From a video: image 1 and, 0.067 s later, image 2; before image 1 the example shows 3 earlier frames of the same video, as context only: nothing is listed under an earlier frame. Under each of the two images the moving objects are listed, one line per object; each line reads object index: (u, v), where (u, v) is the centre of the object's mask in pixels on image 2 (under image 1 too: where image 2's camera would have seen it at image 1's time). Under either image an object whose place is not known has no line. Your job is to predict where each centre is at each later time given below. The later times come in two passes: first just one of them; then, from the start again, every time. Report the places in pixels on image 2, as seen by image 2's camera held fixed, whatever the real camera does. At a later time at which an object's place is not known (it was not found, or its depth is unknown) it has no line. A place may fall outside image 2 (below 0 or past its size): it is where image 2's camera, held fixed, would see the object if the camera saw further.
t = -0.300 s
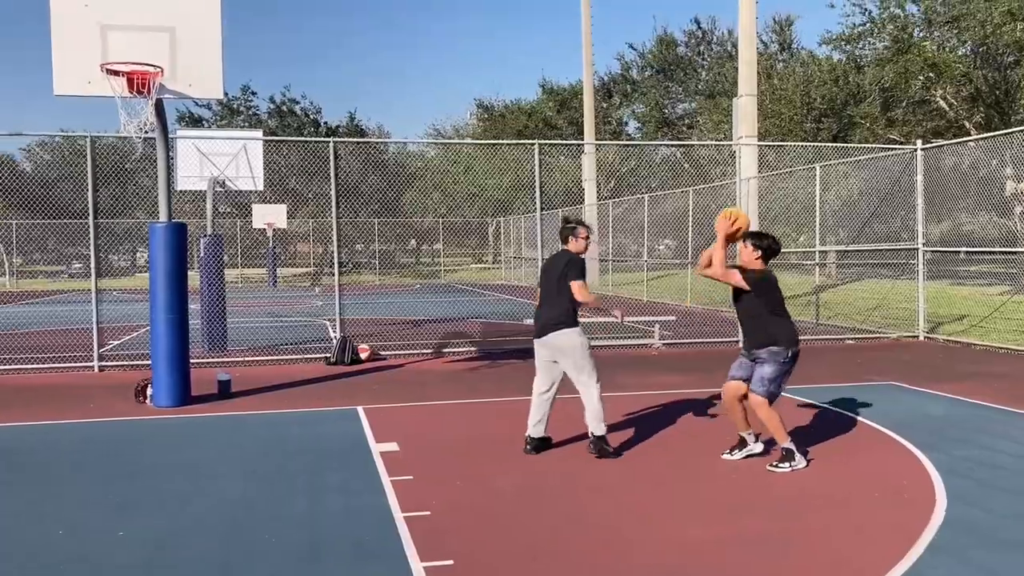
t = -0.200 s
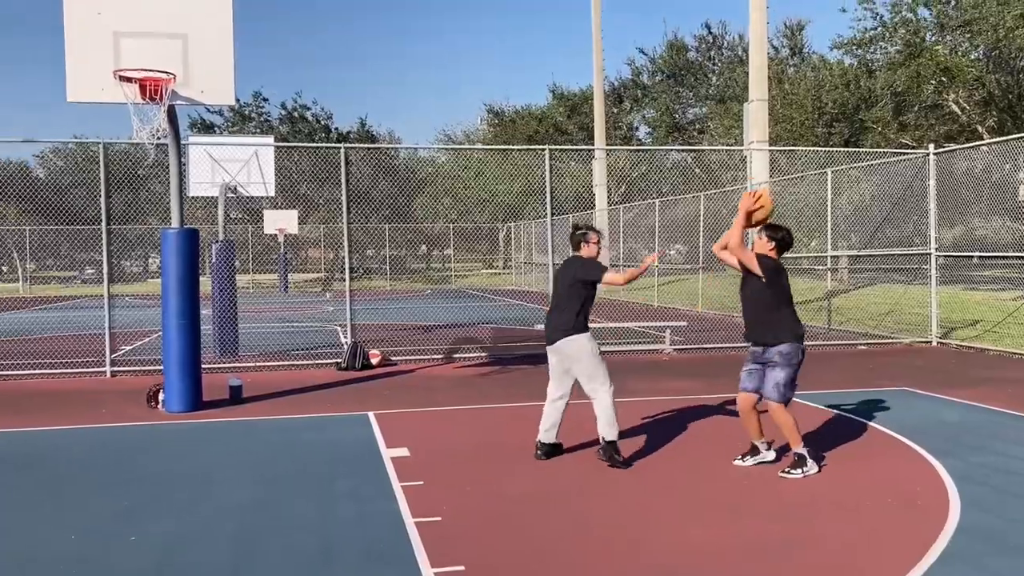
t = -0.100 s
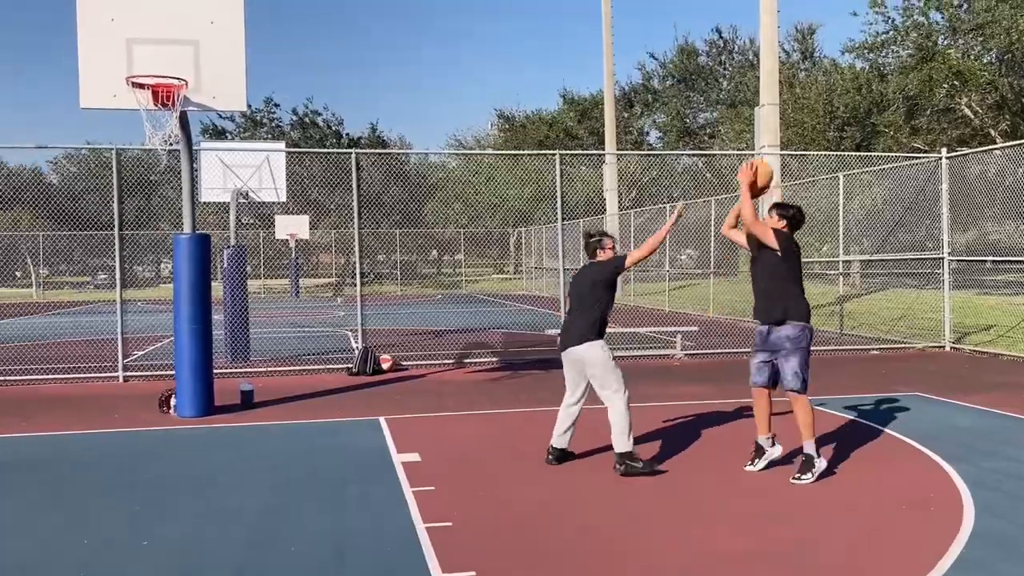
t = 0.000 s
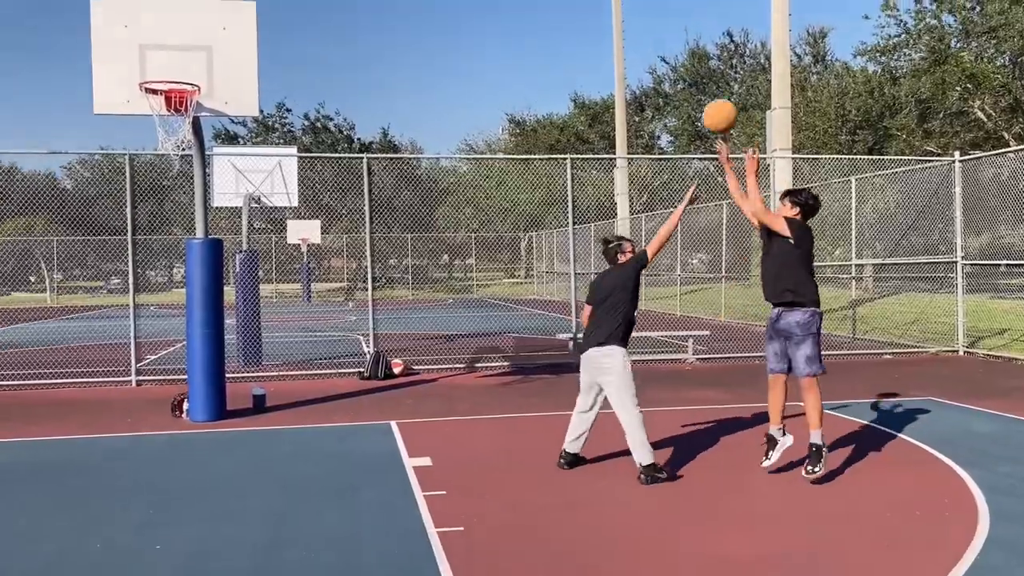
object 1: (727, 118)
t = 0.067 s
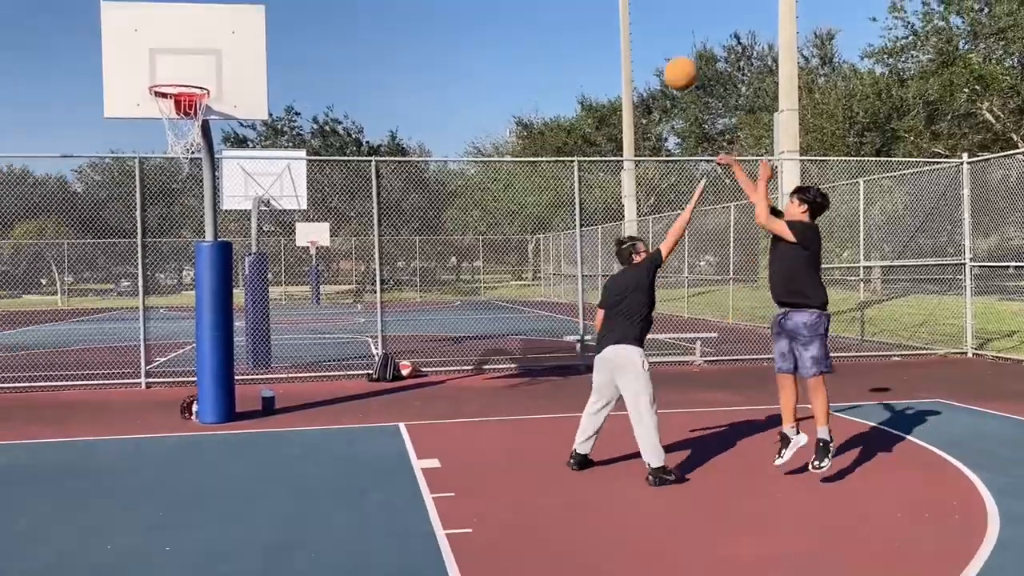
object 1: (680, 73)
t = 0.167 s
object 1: (614, 21)
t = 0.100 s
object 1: (658, 55)
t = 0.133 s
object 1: (636, 37)
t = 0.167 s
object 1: (614, 21)
